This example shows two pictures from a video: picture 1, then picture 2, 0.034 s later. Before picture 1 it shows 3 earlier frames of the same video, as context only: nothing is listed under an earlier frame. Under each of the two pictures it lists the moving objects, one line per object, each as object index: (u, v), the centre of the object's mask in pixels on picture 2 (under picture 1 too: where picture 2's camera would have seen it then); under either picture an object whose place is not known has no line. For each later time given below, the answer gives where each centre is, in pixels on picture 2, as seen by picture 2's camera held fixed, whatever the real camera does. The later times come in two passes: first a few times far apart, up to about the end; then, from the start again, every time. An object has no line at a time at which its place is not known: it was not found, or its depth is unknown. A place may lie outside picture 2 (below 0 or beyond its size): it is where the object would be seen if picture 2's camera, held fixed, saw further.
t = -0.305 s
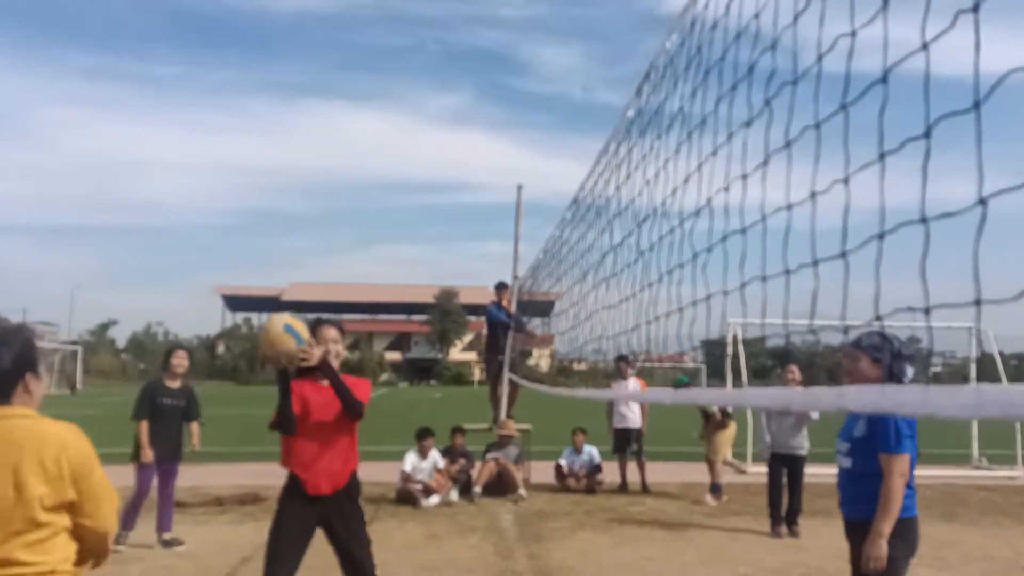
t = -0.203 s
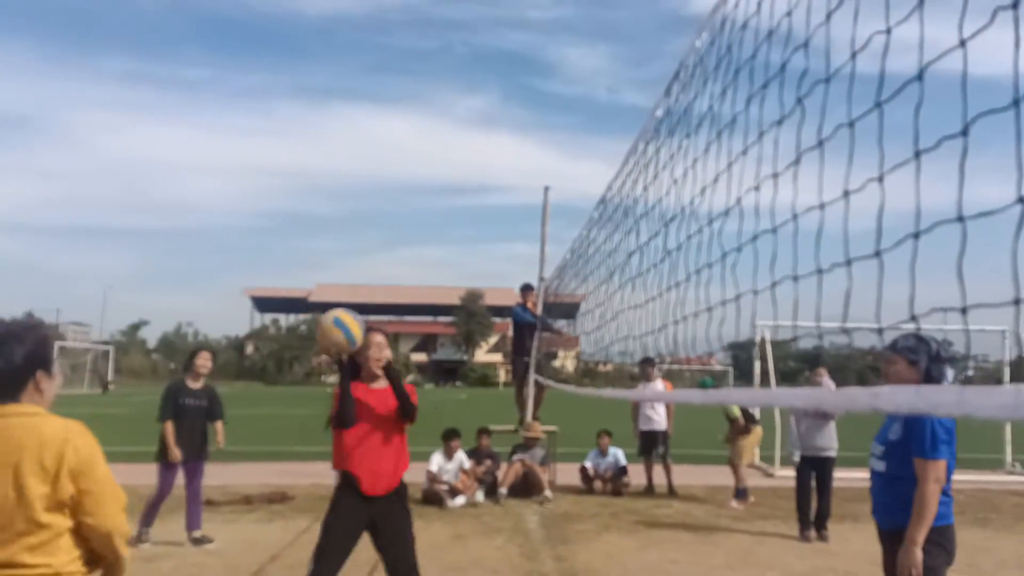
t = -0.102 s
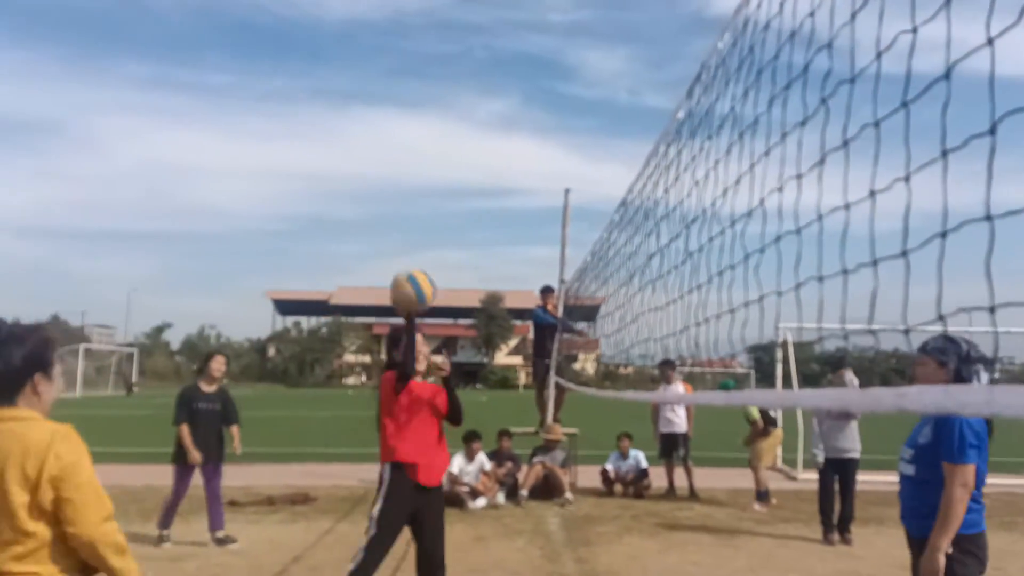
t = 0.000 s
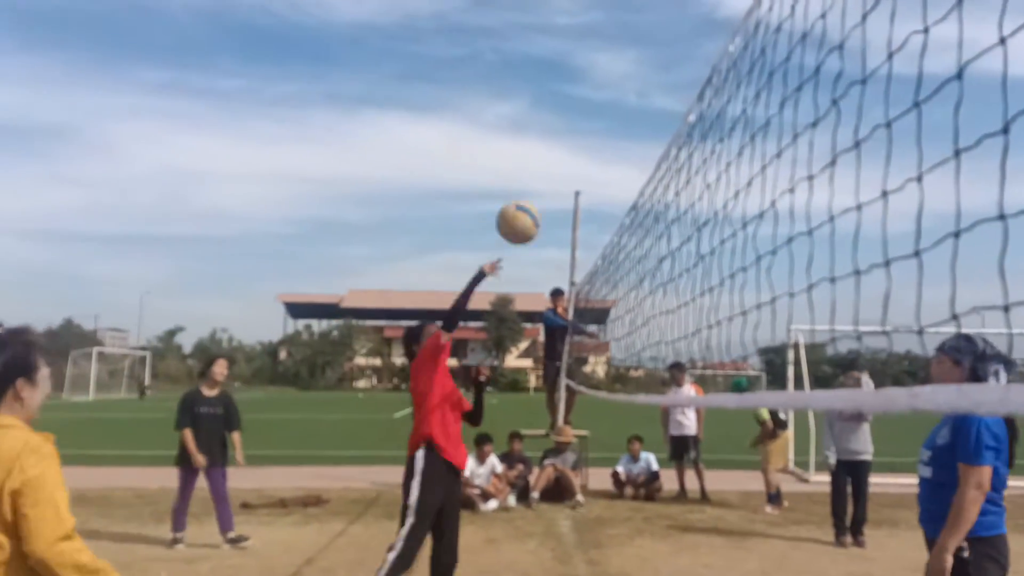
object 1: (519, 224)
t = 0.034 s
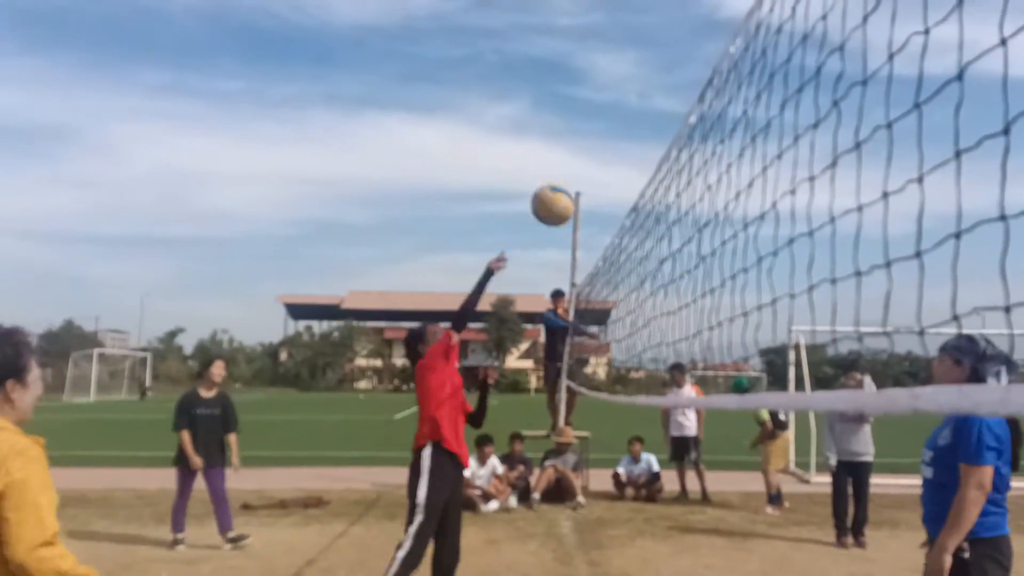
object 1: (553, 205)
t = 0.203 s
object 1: (712, 148)
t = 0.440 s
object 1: (909, 167)
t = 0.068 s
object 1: (586, 188)
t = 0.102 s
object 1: (619, 175)
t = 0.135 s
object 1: (649, 163)
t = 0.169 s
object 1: (681, 155)
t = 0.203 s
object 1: (712, 148)
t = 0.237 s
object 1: (742, 144)
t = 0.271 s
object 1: (771, 142)
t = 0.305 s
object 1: (799, 143)
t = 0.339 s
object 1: (828, 147)
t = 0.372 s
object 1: (855, 152)
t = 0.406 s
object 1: (883, 158)
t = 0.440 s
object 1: (909, 167)
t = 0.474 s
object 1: (935, 178)
